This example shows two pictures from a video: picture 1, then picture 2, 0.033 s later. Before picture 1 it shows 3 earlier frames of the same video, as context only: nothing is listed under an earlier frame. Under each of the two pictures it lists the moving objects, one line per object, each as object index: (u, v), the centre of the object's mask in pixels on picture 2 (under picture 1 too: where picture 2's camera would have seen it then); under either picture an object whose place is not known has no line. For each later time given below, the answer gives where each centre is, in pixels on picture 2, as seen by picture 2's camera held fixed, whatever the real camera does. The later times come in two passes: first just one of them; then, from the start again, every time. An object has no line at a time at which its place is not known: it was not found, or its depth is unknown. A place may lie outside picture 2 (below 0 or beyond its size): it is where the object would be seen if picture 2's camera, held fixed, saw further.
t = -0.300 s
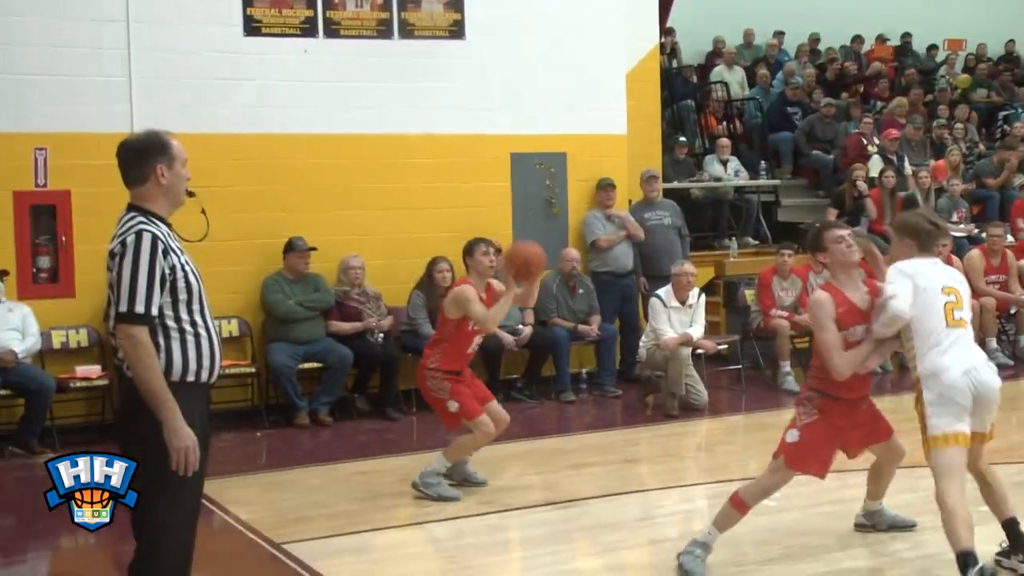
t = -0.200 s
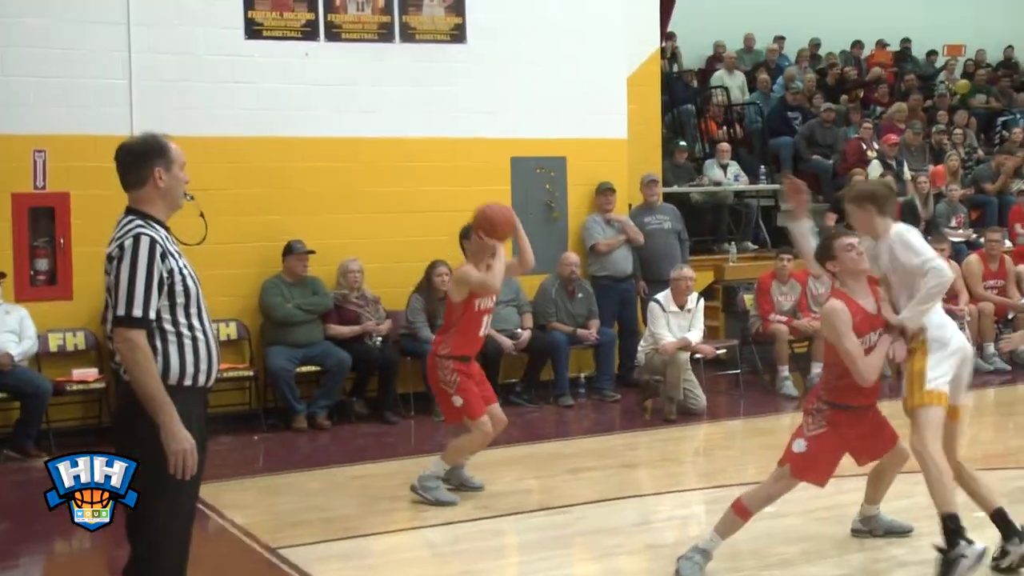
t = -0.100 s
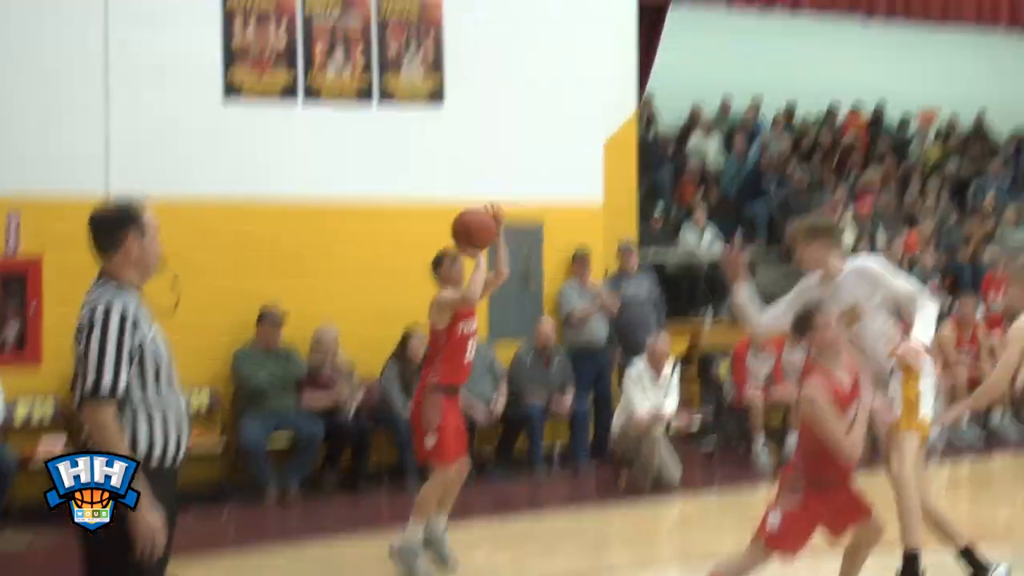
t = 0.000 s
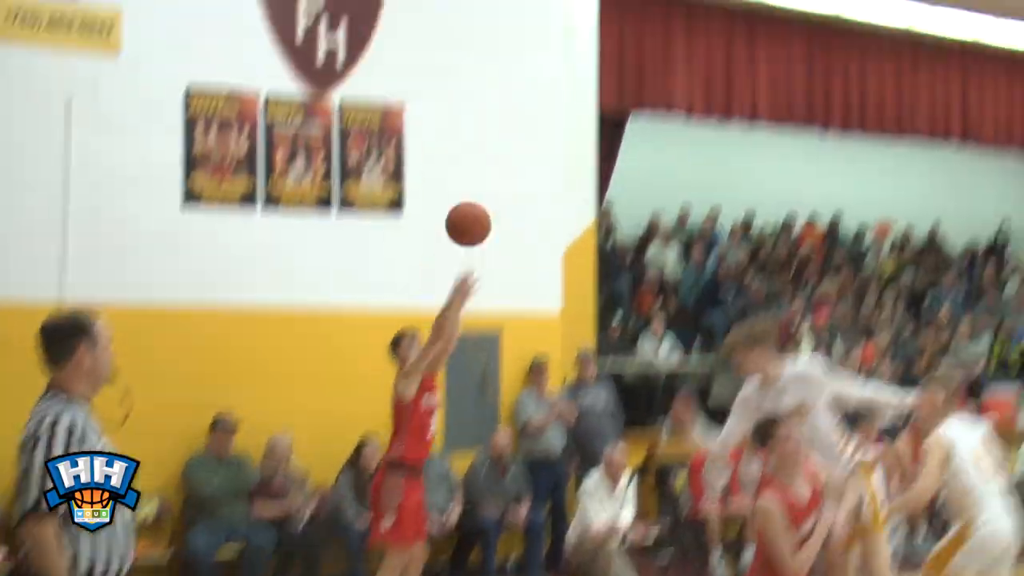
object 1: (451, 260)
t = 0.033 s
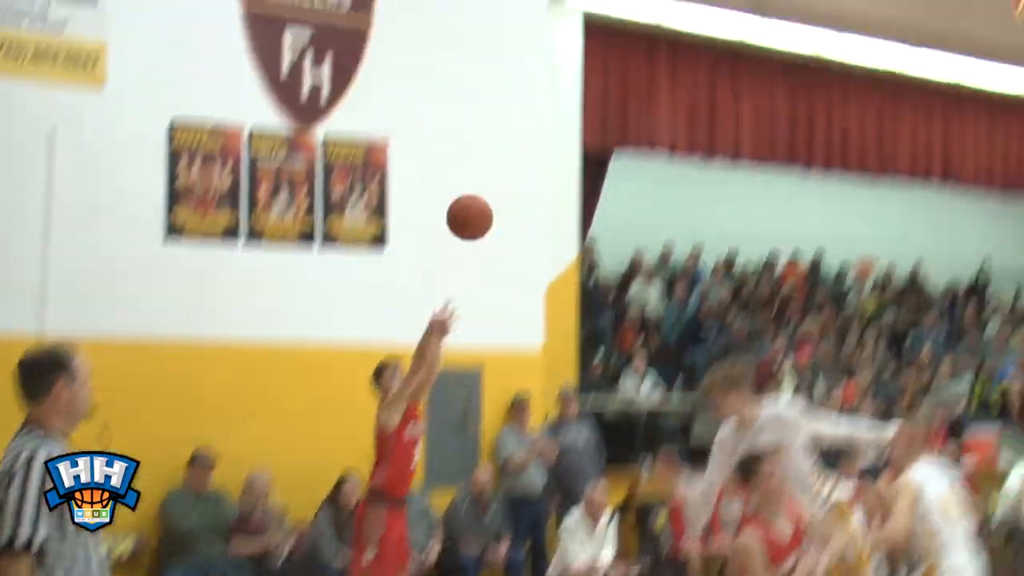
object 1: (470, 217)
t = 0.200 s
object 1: (574, 15)
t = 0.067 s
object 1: (489, 175)
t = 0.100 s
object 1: (509, 134)
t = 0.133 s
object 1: (530, 93)
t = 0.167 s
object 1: (551, 54)
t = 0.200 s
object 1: (574, 15)
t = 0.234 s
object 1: (597, -23)
